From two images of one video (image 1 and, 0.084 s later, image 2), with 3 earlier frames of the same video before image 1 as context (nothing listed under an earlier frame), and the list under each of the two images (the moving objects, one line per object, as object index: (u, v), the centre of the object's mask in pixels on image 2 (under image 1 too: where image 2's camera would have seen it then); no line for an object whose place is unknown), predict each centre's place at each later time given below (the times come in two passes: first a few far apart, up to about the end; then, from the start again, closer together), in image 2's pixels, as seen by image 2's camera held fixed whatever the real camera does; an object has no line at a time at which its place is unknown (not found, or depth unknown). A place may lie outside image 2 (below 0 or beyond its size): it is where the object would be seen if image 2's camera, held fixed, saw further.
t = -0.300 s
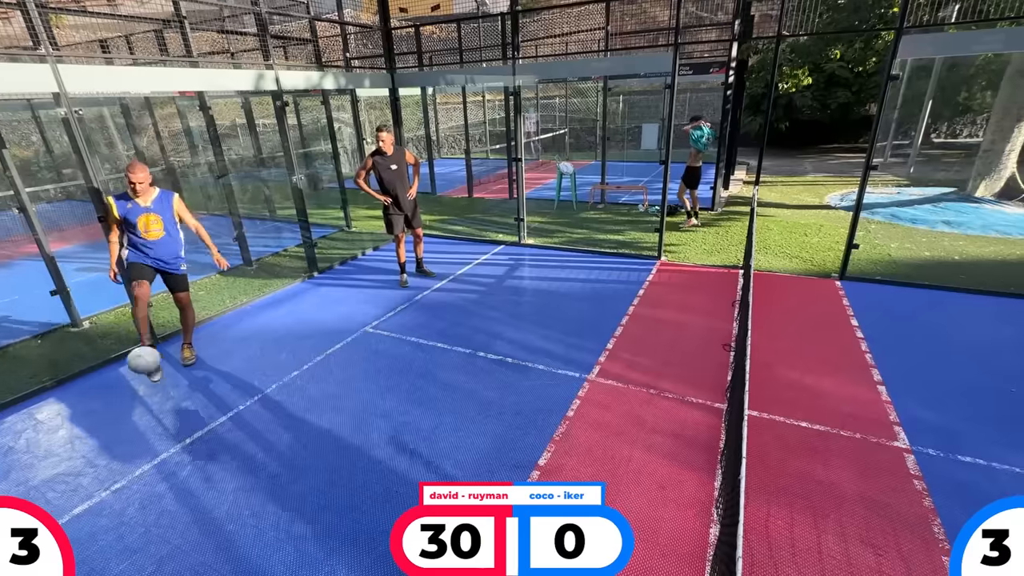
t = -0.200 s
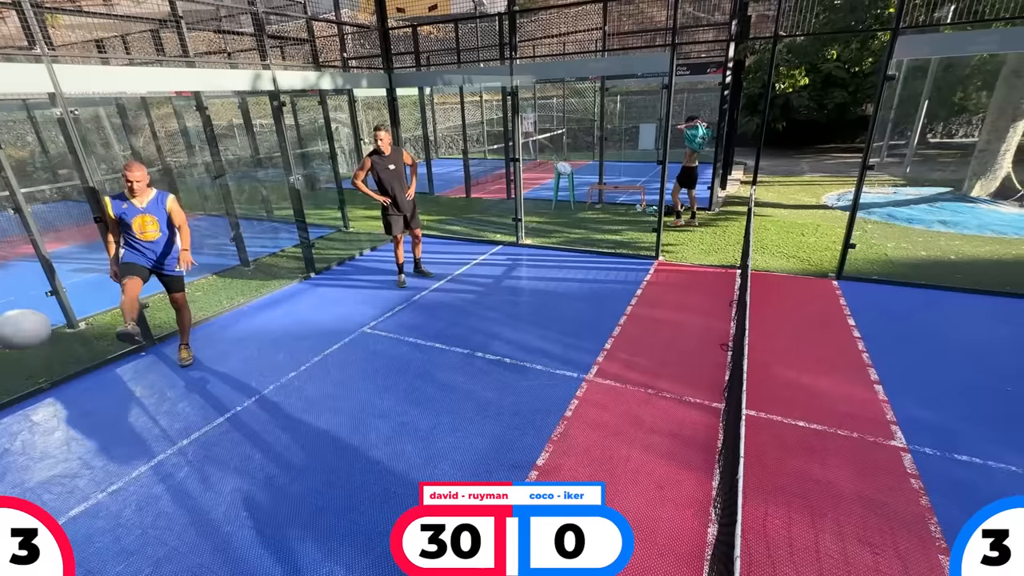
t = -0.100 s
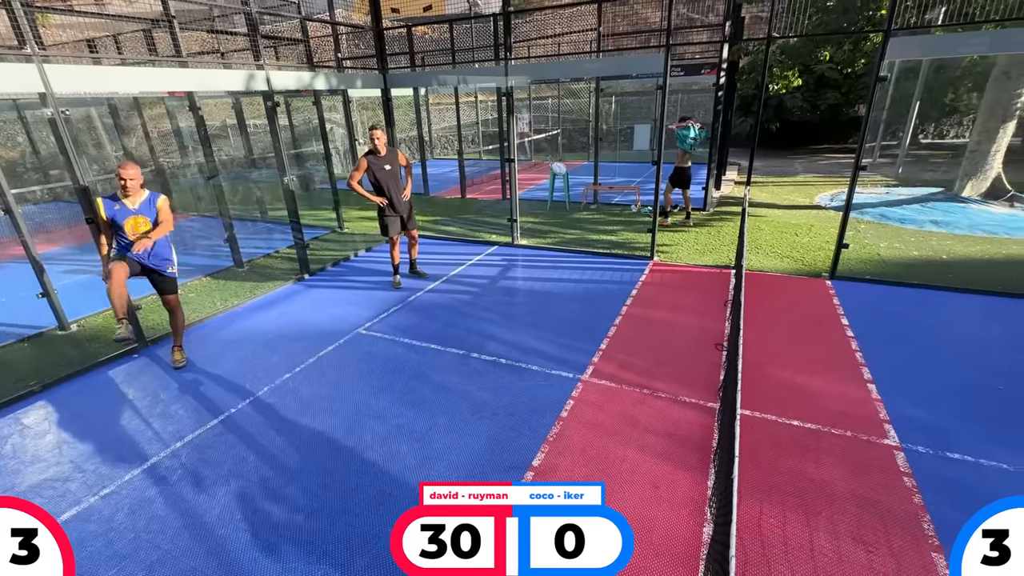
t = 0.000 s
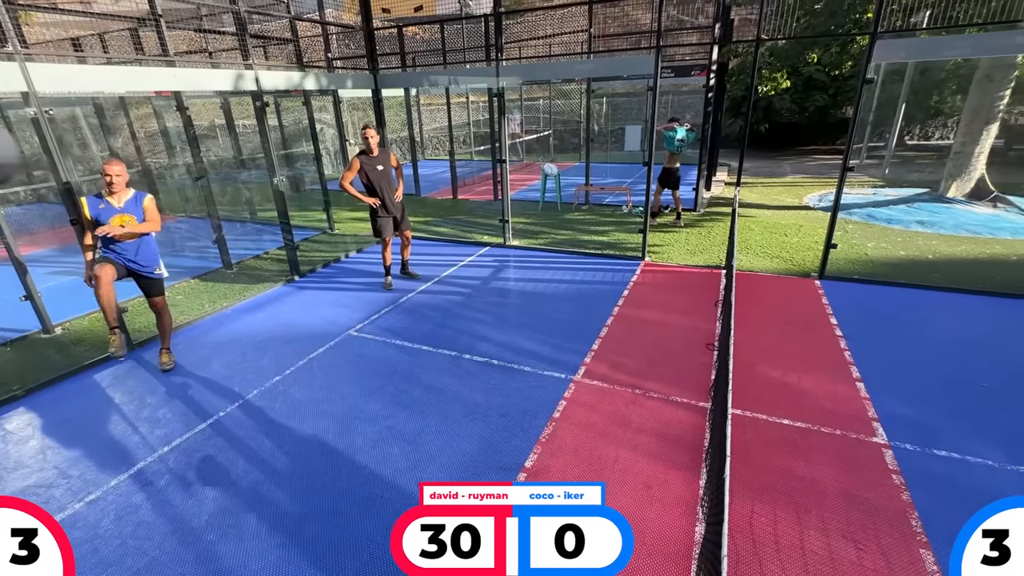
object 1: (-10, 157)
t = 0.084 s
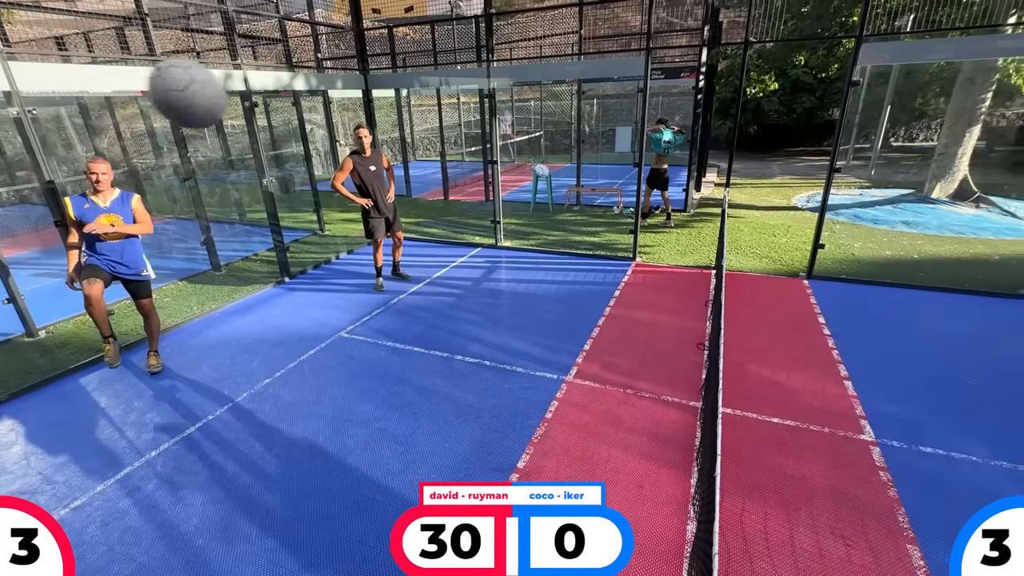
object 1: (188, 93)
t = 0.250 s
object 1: (520, 67)
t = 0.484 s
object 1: (778, 130)
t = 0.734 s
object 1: (911, 242)
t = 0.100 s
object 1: (228, 86)
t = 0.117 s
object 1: (268, 81)
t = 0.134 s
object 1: (306, 75)
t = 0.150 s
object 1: (342, 71)
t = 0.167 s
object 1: (375, 68)
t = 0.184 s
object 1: (407, 66)
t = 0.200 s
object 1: (437, 66)
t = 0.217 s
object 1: (466, 65)
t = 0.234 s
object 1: (494, 66)
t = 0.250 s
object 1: (520, 67)
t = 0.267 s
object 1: (545, 69)
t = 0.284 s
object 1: (568, 71)
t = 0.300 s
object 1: (591, 74)
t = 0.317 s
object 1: (612, 78)
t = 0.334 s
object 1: (633, 81)
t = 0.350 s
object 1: (653, 86)
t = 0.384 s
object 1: (688, 94)
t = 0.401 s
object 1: (705, 100)
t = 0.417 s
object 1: (721, 106)
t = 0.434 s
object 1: (736, 112)
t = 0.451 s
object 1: (751, 118)
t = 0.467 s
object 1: (765, 123)
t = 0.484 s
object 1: (778, 130)
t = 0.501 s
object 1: (790, 136)
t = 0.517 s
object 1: (801, 142)
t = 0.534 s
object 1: (813, 149)
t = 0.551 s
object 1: (823, 157)
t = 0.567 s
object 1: (834, 163)
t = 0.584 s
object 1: (844, 170)
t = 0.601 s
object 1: (852, 178)
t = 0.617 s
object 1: (861, 185)
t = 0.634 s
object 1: (869, 192)
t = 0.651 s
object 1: (878, 200)
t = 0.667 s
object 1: (885, 207)
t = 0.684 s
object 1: (894, 216)
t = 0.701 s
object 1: (899, 224)
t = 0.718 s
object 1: (905, 228)
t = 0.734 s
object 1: (911, 242)
